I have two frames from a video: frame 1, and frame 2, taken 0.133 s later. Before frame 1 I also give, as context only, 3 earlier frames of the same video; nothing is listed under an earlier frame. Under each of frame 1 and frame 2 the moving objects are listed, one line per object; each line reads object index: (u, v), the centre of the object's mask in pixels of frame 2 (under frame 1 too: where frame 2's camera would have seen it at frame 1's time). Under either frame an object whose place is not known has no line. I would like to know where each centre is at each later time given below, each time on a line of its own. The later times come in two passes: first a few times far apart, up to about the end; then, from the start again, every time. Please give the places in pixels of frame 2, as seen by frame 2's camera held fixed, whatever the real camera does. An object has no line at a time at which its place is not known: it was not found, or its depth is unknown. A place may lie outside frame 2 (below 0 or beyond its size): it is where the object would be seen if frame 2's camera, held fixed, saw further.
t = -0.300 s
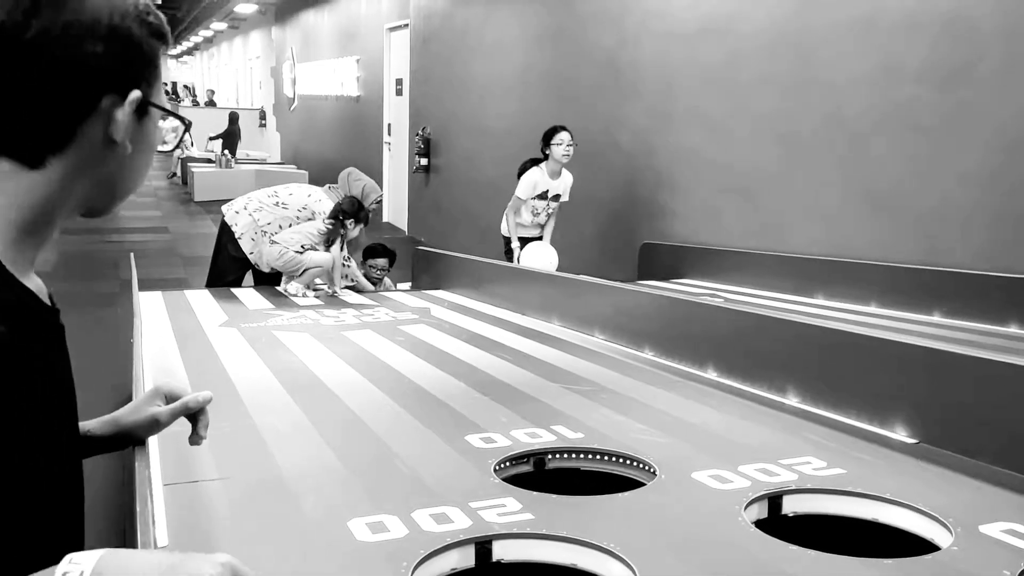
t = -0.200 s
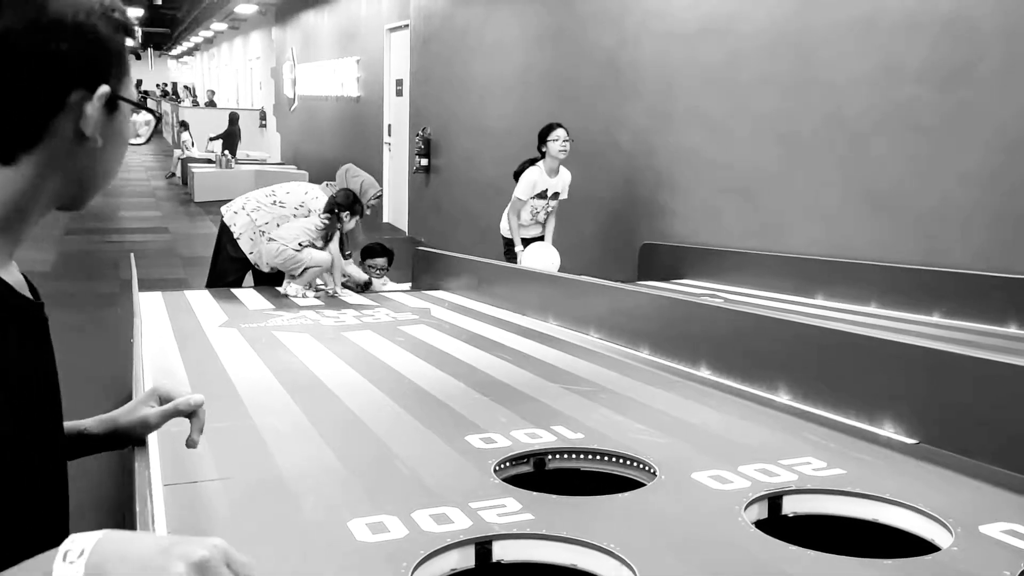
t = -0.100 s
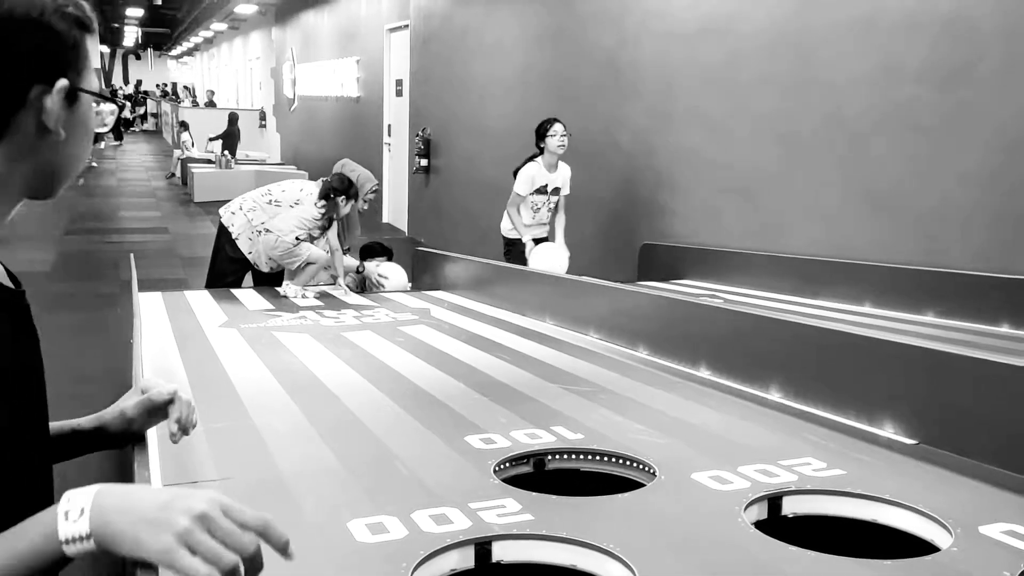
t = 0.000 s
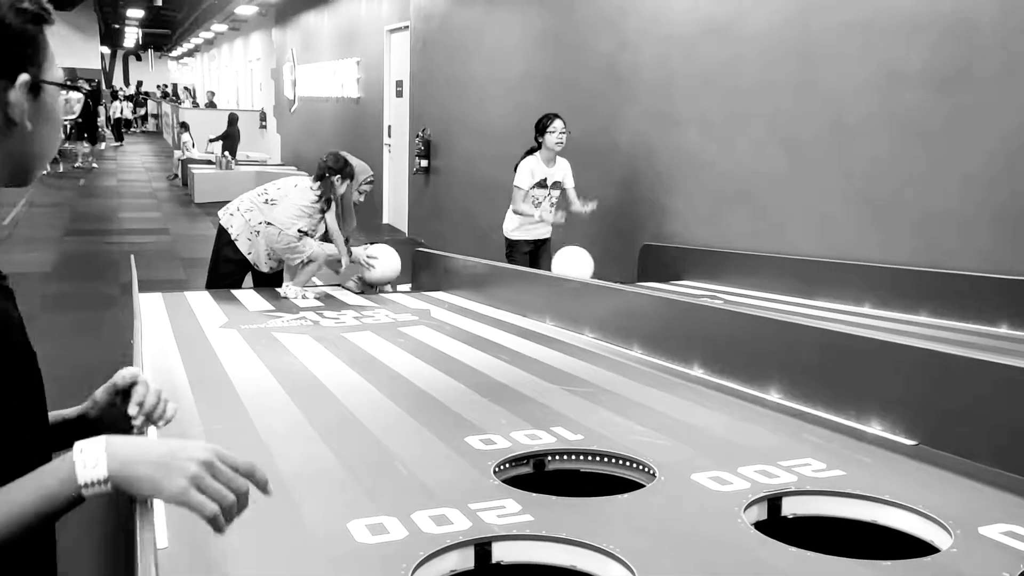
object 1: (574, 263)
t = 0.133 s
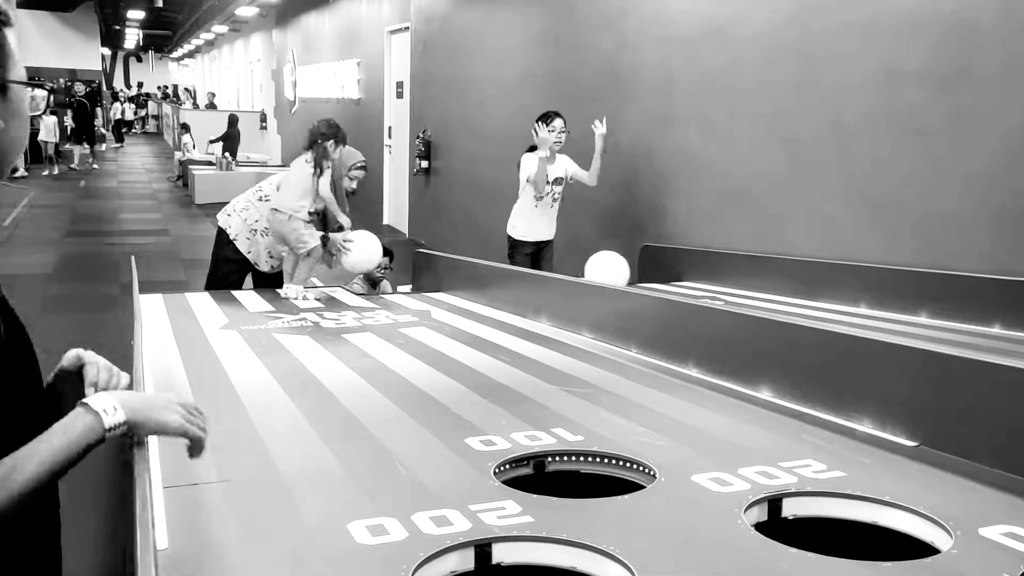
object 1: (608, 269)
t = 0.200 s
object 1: (626, 271)
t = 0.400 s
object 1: (688, 280)
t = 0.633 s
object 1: (775, 293)
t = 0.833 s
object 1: (866, 307)
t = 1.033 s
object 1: (977, 323)
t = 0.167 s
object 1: (616, 270)
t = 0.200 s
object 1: (626, 271)
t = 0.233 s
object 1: (636, 272)
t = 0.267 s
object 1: (646, 274)
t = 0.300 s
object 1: (656, 275)
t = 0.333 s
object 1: (666, 277)
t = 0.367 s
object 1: (677, 278)
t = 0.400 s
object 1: (688, 280)
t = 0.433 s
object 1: (700, 282)
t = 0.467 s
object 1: (711, 283)
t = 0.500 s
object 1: (724, 285)
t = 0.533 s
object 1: (736, 288)
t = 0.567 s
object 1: (749, 289)
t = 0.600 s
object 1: (762, 291)
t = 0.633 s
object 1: (775, 293)
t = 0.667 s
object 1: (789, 295)
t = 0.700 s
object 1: (804, 298)
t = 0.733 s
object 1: (818, 300)
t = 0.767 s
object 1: (834, 302)
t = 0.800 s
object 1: (850, 304)
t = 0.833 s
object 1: (866, 307)
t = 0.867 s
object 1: (883, 309)
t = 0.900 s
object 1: (900, 312)
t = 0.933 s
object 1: (919, 314)
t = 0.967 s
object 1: (937, 317)
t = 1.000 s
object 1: (957, 319)
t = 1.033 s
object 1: (977, 323)
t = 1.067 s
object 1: (990, 324)
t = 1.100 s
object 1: (1000, 327)
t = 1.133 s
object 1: (1009, 331)
